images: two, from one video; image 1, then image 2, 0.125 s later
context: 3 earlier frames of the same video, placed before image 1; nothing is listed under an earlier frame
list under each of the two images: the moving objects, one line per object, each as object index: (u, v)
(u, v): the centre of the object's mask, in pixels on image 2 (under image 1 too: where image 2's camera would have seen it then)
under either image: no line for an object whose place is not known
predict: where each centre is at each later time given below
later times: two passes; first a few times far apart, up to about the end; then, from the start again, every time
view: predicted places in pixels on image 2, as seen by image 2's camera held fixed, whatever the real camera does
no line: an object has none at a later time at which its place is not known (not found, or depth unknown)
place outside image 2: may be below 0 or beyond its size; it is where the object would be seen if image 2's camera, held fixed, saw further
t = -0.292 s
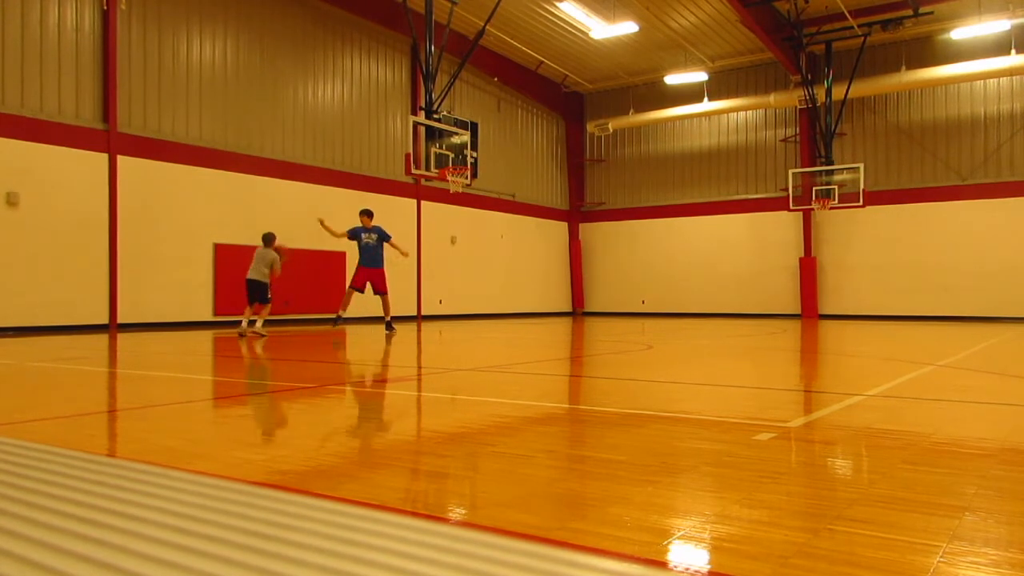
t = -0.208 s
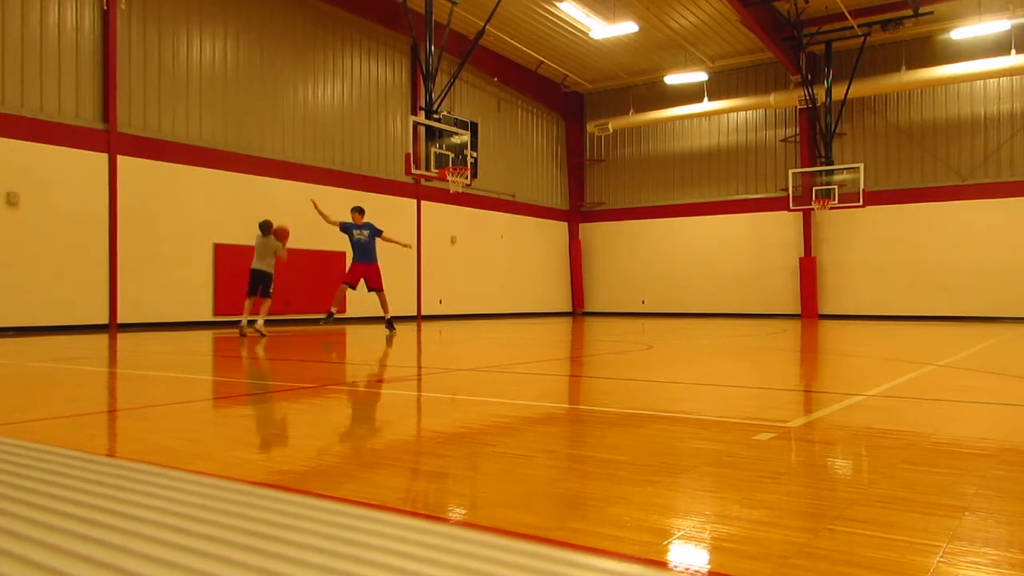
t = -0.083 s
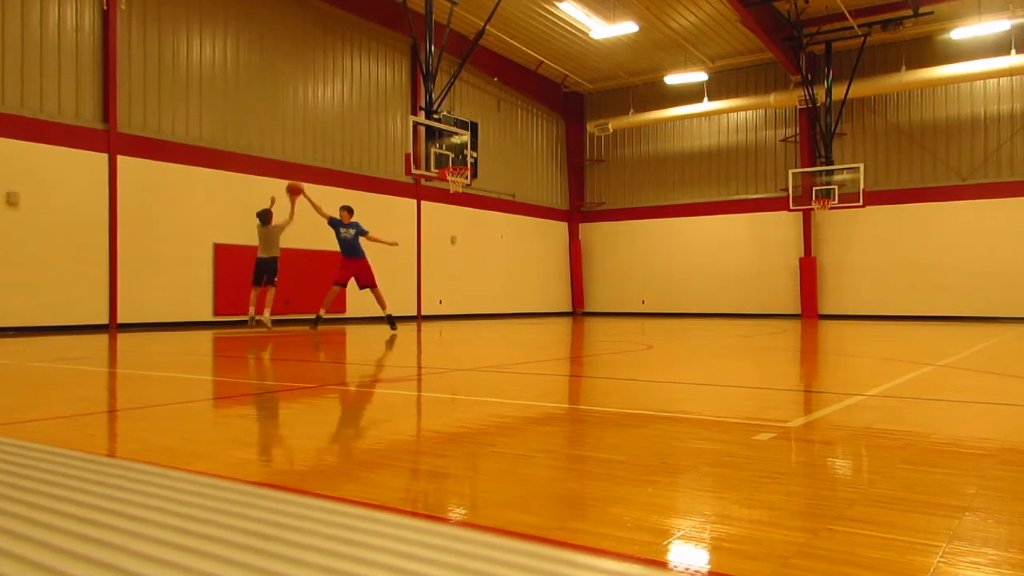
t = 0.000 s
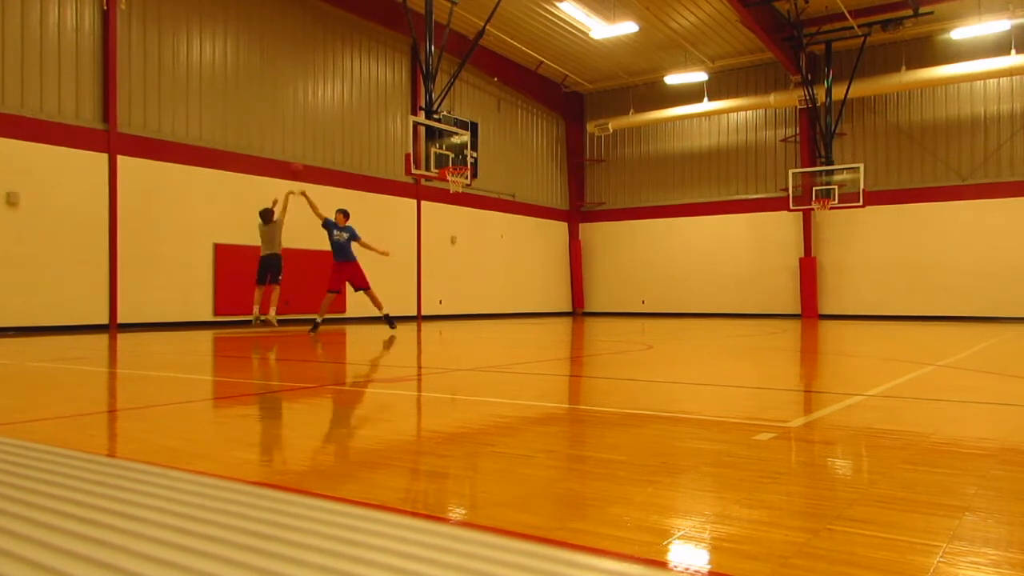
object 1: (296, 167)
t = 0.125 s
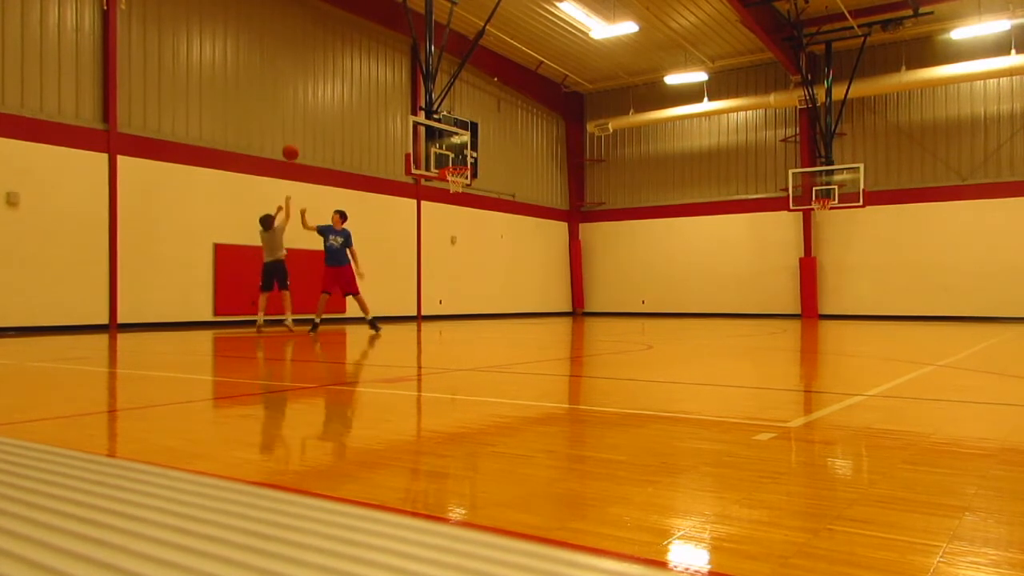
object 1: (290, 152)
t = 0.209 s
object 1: (287, 146)
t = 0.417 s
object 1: (278, 149)
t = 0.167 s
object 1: (288, 149)
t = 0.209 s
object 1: (287, 146)
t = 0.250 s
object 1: (285, 145)
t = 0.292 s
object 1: (283, 144)
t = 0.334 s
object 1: (282, 145)
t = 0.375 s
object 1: (280, 146)
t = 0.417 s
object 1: (278, 149)
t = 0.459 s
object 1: (277, 153)
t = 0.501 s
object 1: (276, 156)
